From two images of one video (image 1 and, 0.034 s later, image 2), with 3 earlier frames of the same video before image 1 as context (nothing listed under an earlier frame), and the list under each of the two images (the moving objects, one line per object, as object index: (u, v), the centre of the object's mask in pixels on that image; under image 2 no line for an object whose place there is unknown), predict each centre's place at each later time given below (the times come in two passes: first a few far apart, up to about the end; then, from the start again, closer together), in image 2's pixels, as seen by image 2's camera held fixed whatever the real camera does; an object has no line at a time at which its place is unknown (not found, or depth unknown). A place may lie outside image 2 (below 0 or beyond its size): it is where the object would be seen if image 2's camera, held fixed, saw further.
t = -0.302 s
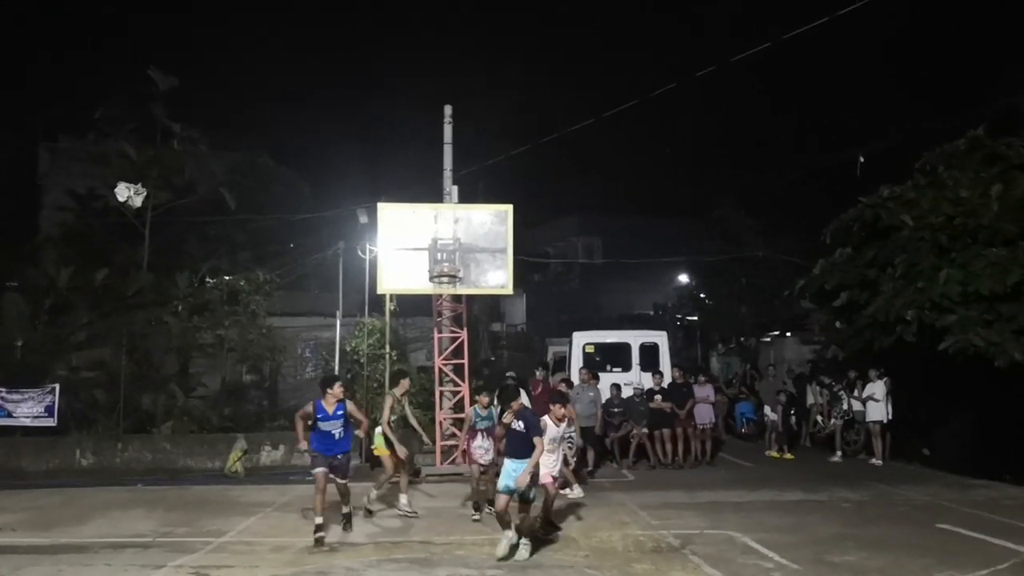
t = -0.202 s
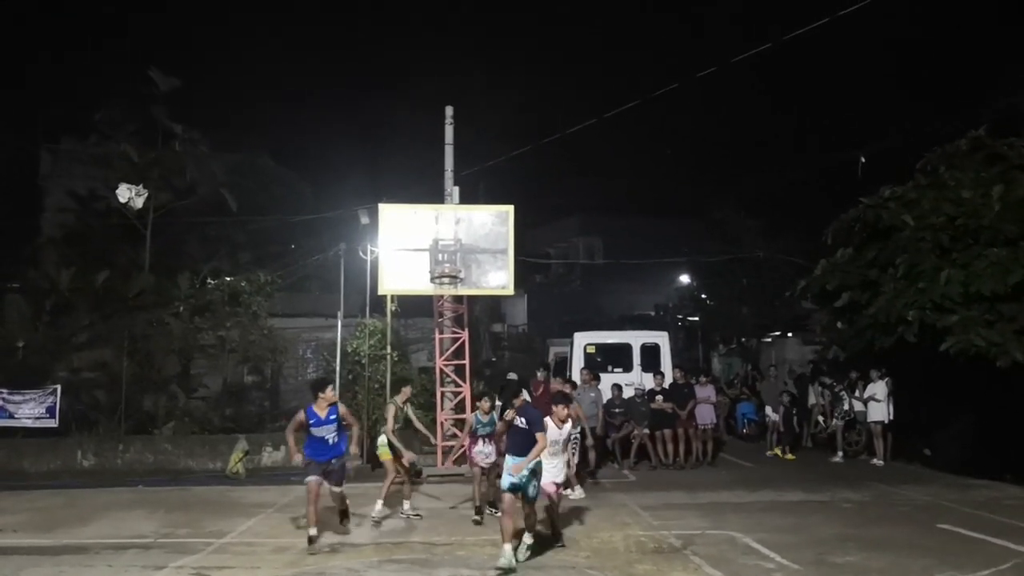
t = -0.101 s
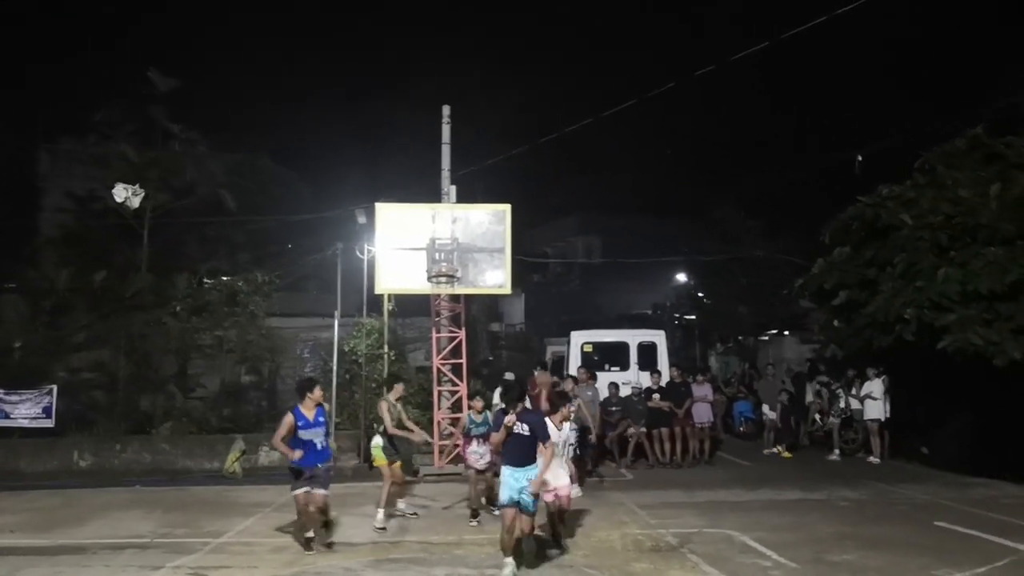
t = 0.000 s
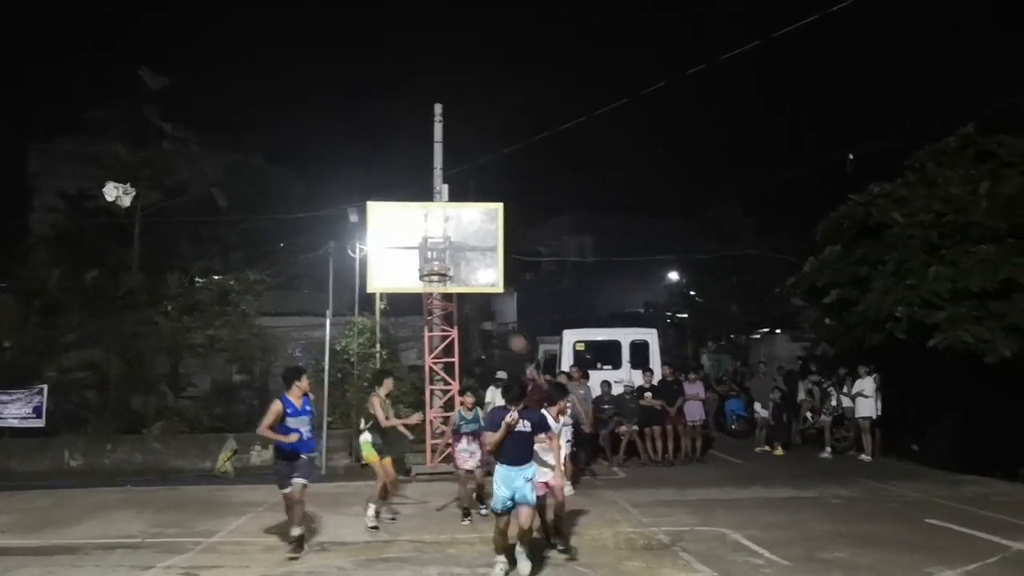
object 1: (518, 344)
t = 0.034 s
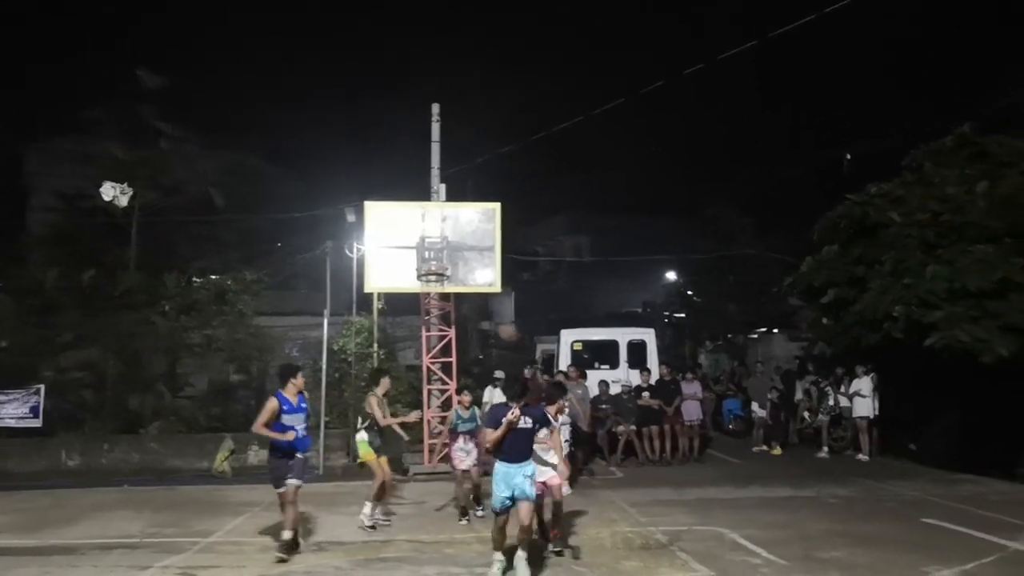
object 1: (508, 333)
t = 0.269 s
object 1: (450, 261)
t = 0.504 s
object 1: (373, 224)
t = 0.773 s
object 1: (260, 243)
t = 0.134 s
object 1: (485, 300)
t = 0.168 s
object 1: (476, 289)
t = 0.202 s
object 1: (467, 278)
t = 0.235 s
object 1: (459, 270)
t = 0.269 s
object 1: (450, 261)
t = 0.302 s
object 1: (441, 255)
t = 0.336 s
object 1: (429, 248)
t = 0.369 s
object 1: (420, 241)
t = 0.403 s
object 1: (409, 236)
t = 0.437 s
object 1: (398, 231)
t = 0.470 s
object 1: (386, 227)
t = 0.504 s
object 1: (373, 224)
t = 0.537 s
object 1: (359, 222)
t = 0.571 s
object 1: (349, 221)
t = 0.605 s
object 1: (336, 222)
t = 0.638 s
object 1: (322, 223)
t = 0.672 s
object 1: (308, 225)
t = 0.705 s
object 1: (294, 230)
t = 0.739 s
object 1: (277, 236)
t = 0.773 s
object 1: (260, 243)
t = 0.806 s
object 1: (242, 252)
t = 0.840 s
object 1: (223, 263)
